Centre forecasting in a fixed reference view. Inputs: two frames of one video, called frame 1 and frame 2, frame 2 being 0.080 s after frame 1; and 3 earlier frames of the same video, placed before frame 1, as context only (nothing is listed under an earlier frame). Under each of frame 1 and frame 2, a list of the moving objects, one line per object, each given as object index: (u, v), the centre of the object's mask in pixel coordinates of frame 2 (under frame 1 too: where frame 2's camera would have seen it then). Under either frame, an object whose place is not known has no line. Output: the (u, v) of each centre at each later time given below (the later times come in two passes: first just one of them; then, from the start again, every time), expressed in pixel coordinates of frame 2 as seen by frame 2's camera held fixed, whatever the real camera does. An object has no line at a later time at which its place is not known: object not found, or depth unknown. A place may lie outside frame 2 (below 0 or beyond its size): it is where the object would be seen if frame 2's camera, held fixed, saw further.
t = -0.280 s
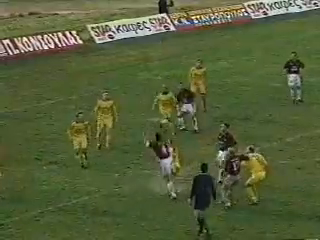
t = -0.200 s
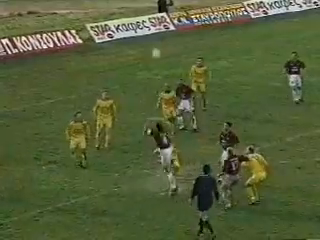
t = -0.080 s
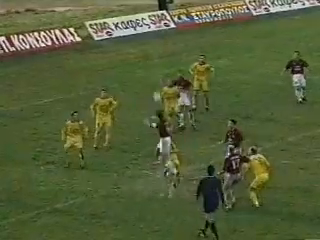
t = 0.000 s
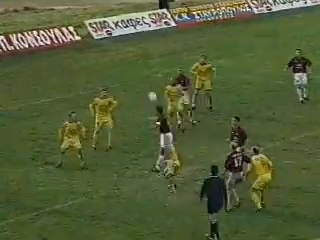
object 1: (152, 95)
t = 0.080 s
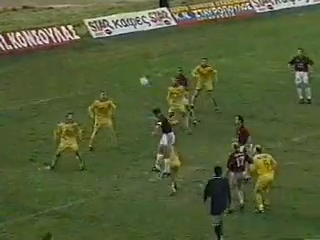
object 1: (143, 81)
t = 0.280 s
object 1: (123, 58)
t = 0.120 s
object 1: (139, 74)
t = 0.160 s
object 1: (135, 69)
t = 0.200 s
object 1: (131, 65)
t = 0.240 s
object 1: (127, 60)
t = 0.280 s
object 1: (123, 58)
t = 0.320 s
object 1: (119, 55)
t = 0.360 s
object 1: (116, 53)
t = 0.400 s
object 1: (113, 53)
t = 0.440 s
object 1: (109, 52)
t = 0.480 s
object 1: (106, 52)
